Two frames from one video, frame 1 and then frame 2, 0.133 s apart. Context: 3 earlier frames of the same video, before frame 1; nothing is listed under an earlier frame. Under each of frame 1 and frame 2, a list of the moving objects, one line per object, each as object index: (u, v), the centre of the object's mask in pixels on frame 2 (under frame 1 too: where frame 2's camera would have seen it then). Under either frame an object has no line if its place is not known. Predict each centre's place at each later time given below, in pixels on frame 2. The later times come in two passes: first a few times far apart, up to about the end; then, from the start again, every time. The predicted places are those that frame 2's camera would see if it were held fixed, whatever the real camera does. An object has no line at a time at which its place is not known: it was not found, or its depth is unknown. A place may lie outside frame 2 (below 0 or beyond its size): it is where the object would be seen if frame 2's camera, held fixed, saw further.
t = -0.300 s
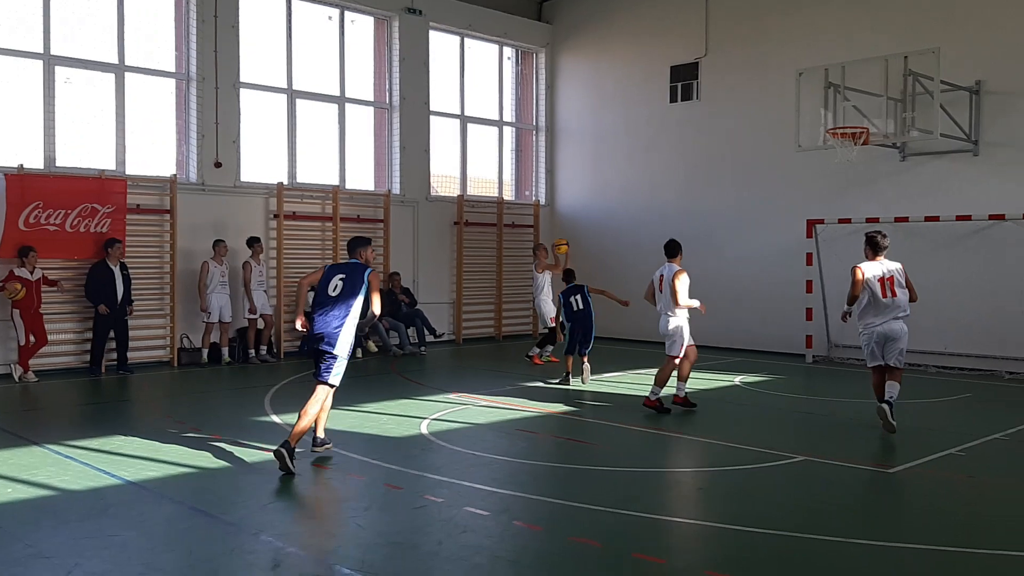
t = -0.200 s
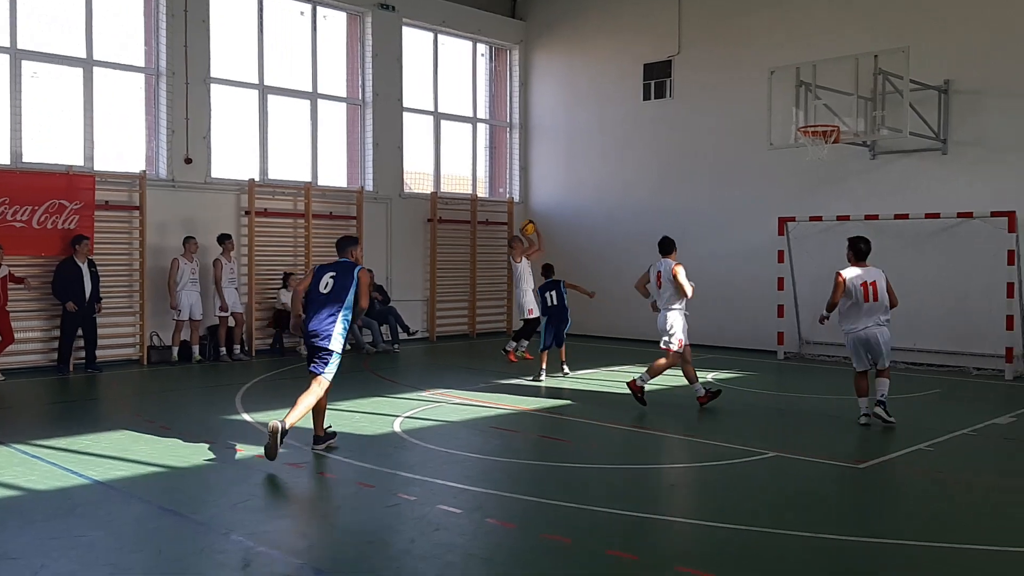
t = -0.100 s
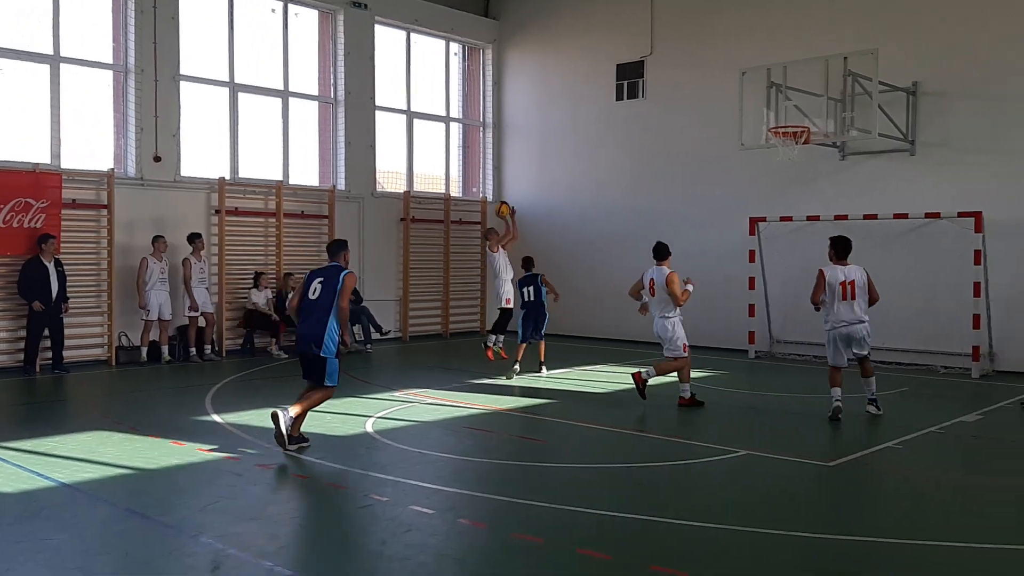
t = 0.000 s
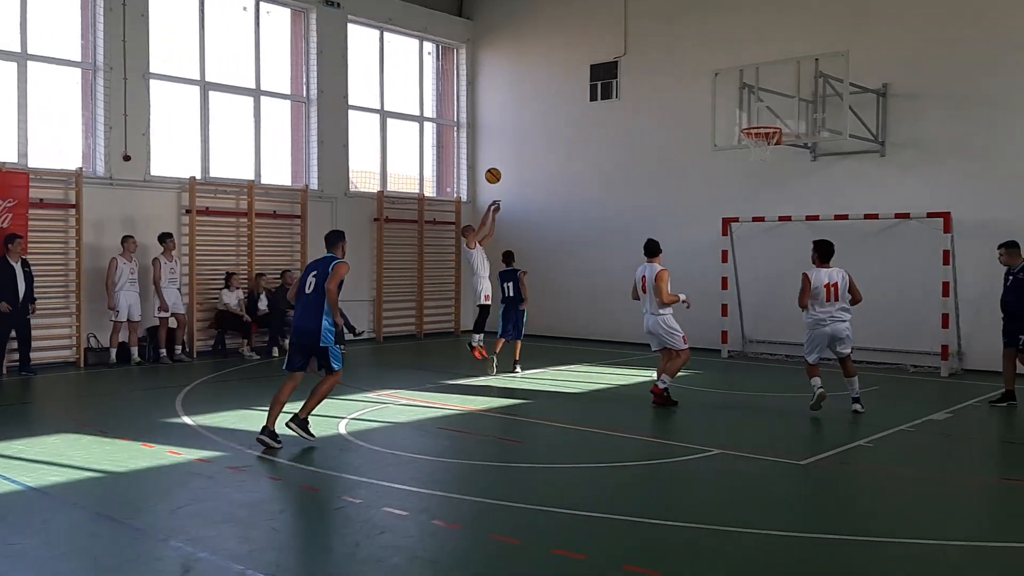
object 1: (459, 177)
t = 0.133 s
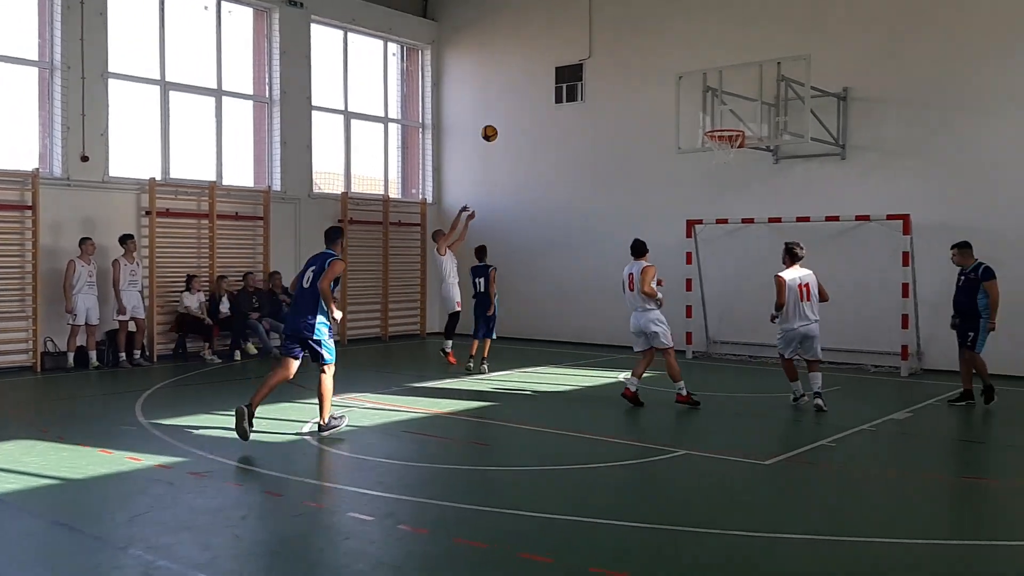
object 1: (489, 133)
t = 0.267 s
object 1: (521, 101)
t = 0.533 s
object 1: (587, 71)
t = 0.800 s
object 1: (656, 94)
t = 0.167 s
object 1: (497, 124)
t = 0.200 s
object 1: (505, 116)
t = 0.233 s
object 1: (513, 108)
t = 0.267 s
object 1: (521, 101)
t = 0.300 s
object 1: (530, 94)
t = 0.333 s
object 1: (538, 88)
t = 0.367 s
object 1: (546, 83)
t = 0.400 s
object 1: (554, 79)
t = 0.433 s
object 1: (563, 75)
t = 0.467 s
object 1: (571, 74)
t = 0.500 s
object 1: (579, 72)
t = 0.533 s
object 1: (587, 71)
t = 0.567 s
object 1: (596, 71)
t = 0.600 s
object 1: (605, 71)
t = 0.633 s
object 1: (613, 73)
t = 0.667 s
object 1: (622, 75)
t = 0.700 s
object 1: (630, 79)
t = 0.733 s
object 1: (639, 83)
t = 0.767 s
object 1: (647, 88)
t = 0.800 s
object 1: (656, 94)
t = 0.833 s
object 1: (664, 101)
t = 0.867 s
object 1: (672, 108)
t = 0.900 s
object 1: (681, 117)
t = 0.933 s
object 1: (690, 126)
